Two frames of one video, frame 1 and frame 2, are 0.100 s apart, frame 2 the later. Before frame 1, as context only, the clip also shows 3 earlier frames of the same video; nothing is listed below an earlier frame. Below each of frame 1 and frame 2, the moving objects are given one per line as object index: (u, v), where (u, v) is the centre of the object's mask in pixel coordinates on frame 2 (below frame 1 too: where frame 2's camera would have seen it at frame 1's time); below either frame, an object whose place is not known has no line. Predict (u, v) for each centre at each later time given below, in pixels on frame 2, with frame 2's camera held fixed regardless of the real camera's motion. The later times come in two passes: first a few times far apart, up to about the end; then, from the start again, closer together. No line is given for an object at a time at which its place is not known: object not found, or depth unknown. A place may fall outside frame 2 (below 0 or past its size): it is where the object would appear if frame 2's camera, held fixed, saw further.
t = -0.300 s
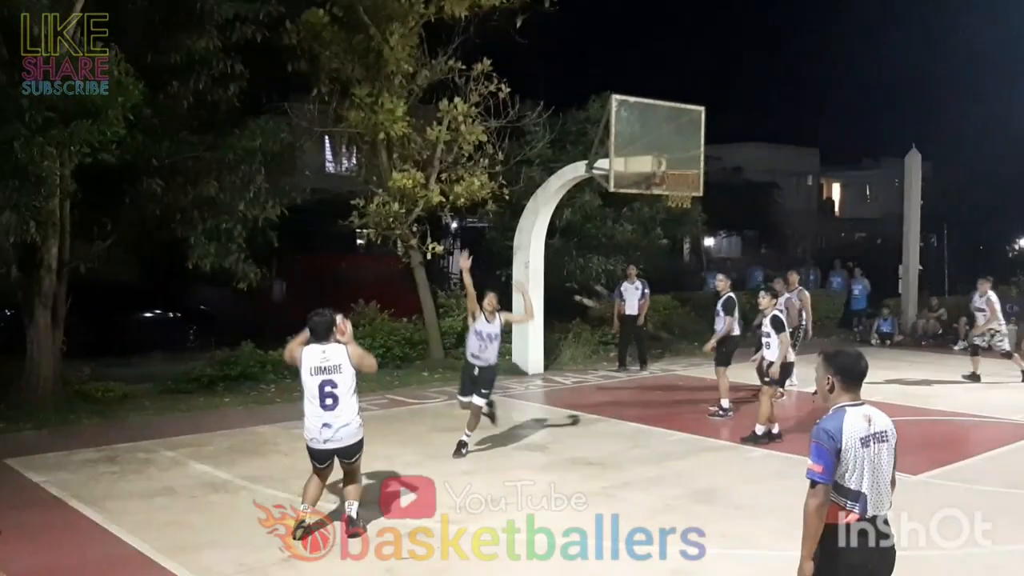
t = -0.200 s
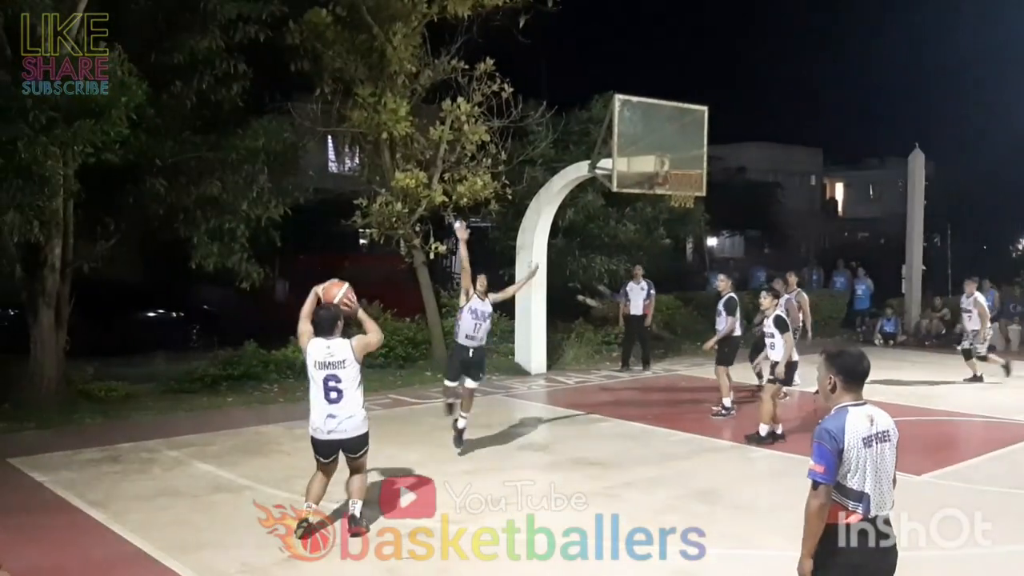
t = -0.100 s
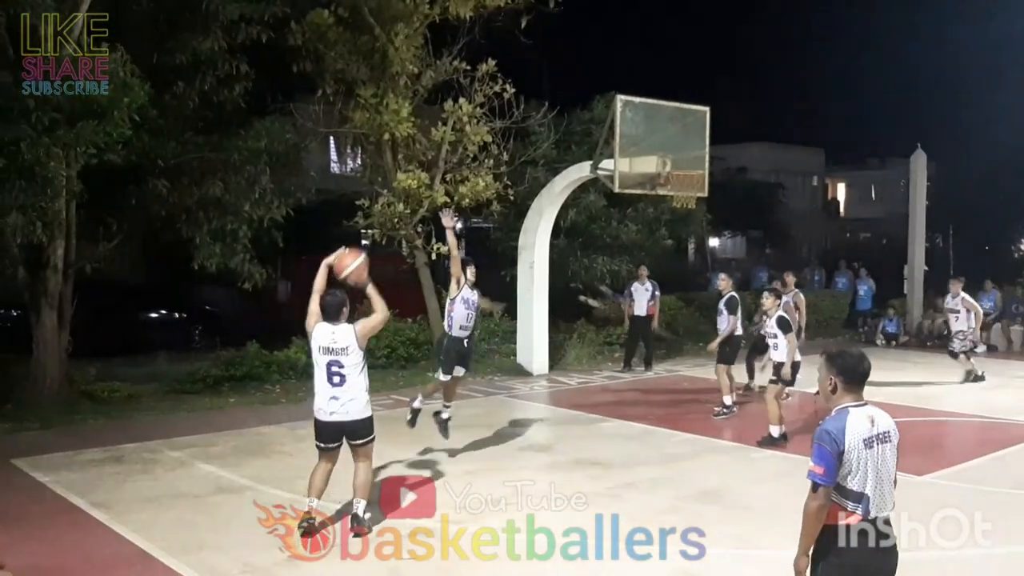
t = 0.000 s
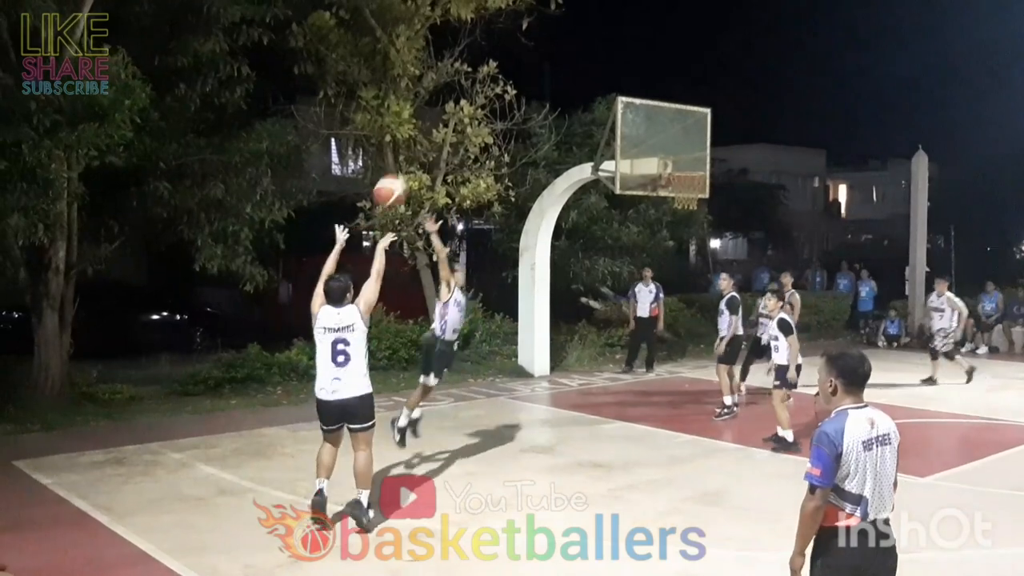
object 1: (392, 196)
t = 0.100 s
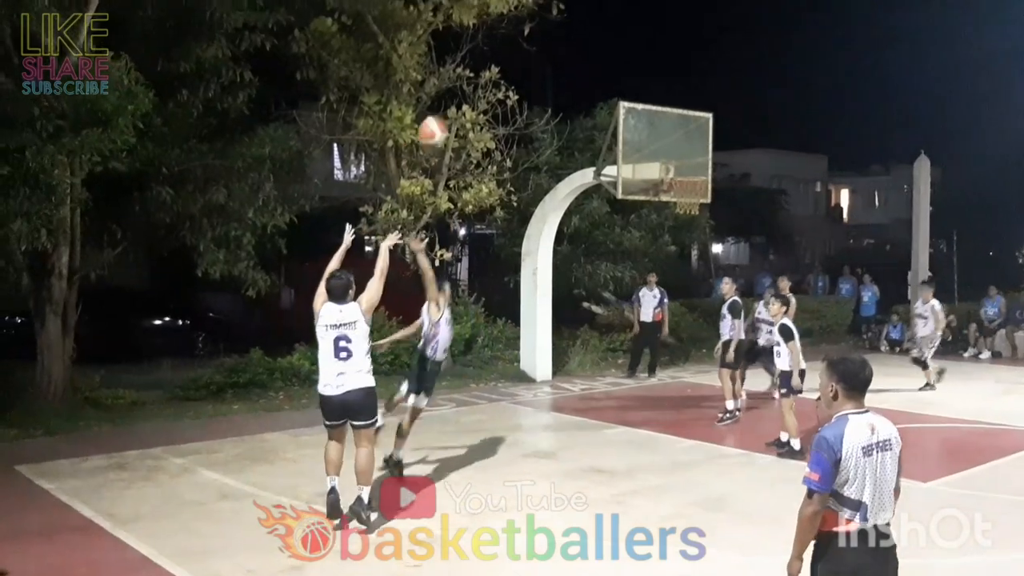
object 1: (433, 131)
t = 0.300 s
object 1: (500, 54)
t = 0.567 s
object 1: (570, 30)
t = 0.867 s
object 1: (628, 78)
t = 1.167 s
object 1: (667, 179)
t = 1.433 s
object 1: (617, 202)
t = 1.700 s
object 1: (595, 280)
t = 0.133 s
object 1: (445, 114)
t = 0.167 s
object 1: (457, 97)
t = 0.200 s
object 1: (469, 85)
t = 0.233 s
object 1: (479, 74)
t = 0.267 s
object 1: (489, 63)
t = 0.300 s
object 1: (500, 54)
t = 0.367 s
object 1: (519, 41)
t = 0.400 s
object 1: (528, 36)
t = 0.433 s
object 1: (537, 32)
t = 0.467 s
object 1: (546, 30)
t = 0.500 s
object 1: (554, 29)
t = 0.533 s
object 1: (562, 29)
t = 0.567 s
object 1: (570, 30)
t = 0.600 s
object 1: (577, 32)
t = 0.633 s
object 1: (584, 35)
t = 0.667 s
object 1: (592, 38)
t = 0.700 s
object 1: (598, 43)
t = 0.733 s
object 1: (604, 48)
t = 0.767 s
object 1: (611, 54)
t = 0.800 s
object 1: (617, 61)
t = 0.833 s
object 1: (623, 69)
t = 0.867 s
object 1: (628, 78)
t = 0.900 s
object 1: (634, 87)
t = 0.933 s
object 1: (639, 95)
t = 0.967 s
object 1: (646, 106)
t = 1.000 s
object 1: (650, 118)
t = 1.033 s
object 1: (655, 131)
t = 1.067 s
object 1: (659, 143)
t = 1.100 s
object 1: (664, 155)
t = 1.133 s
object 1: (668, 171)
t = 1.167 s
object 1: (667, 179)
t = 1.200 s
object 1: (660, 182)
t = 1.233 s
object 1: (647, 182)
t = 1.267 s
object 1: (637, 186)
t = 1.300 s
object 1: (628, 188)
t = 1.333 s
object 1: (625, 192)
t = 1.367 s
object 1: (623, 193)
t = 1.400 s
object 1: (621, 197)
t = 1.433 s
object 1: (617, 202)
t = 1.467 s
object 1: (616, 208)
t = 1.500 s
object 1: (613, 214)
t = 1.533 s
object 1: (610, 222)
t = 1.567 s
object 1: (608, 231)
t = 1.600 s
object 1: (605, 241)
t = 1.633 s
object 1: (602, 252)
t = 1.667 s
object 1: (599, 265)
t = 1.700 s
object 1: (595, 280)
